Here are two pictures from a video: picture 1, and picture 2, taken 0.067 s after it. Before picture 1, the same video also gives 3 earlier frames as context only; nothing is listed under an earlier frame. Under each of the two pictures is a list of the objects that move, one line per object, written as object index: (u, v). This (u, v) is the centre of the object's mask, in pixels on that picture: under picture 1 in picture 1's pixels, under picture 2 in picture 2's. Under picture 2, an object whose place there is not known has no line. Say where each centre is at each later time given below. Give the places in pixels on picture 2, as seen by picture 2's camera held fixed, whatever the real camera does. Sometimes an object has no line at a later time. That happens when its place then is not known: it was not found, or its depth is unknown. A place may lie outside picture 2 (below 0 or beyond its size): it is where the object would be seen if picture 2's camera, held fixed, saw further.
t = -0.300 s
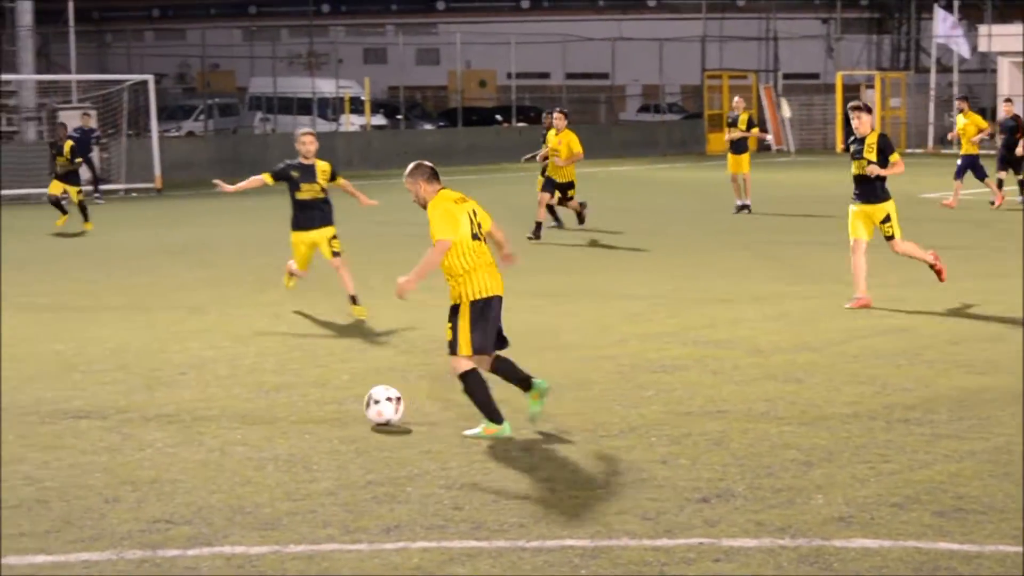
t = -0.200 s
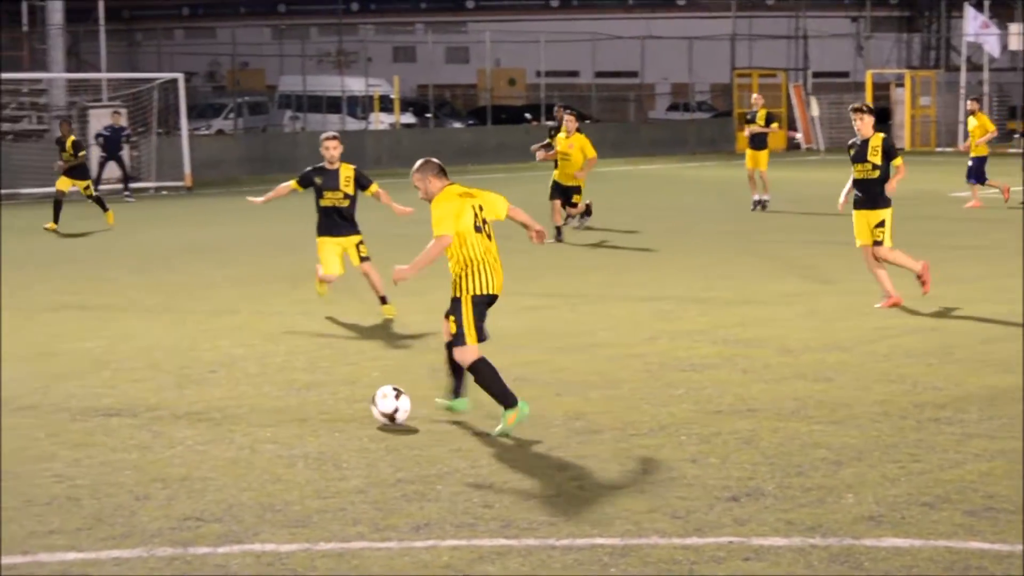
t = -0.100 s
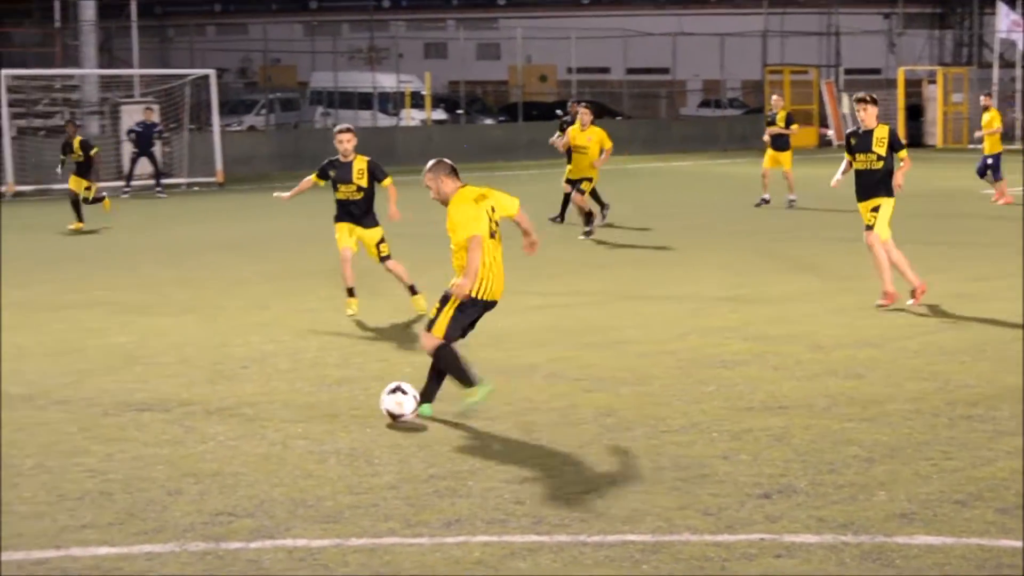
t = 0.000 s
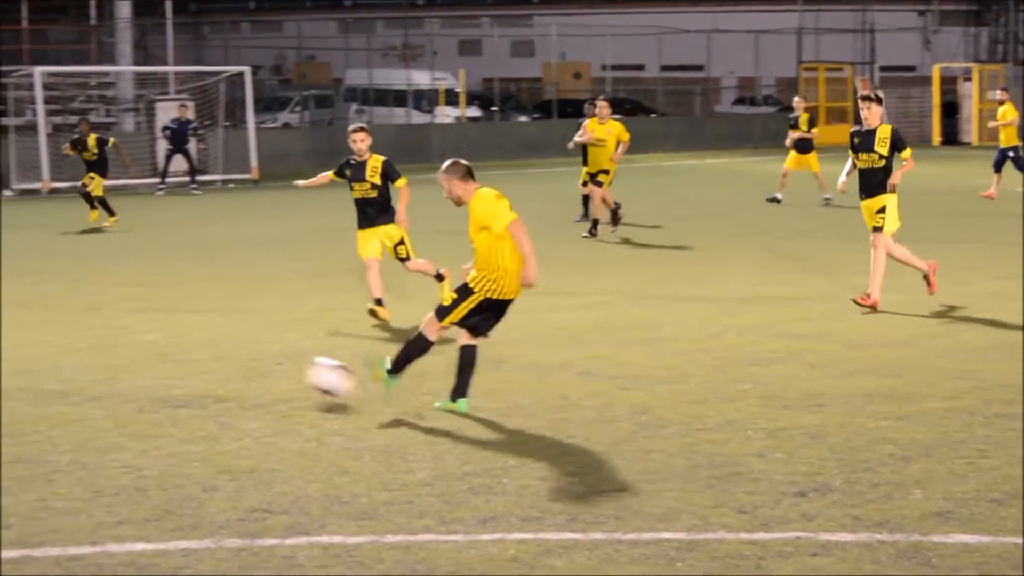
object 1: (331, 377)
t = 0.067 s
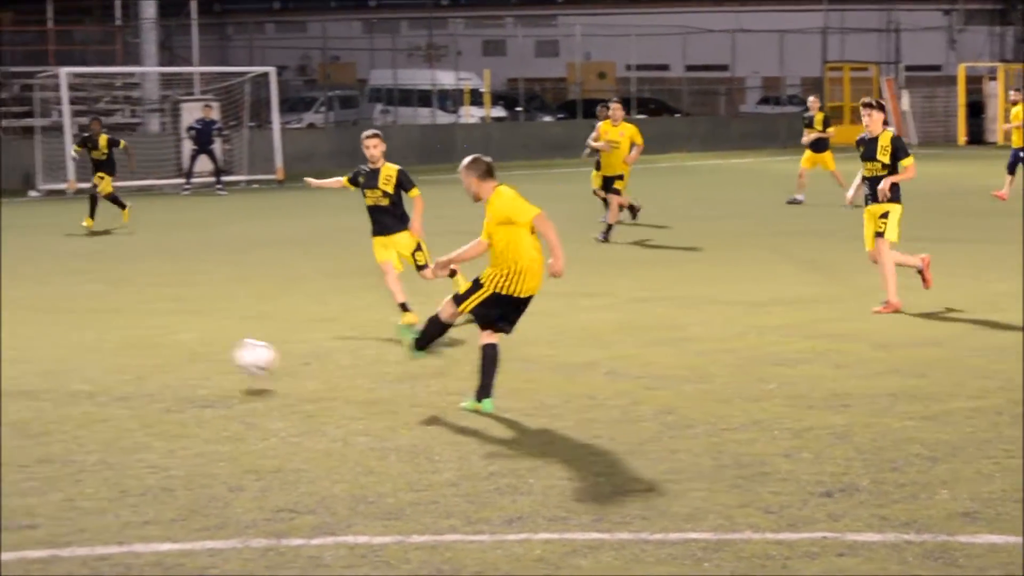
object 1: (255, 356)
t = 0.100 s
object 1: (211, 350)
